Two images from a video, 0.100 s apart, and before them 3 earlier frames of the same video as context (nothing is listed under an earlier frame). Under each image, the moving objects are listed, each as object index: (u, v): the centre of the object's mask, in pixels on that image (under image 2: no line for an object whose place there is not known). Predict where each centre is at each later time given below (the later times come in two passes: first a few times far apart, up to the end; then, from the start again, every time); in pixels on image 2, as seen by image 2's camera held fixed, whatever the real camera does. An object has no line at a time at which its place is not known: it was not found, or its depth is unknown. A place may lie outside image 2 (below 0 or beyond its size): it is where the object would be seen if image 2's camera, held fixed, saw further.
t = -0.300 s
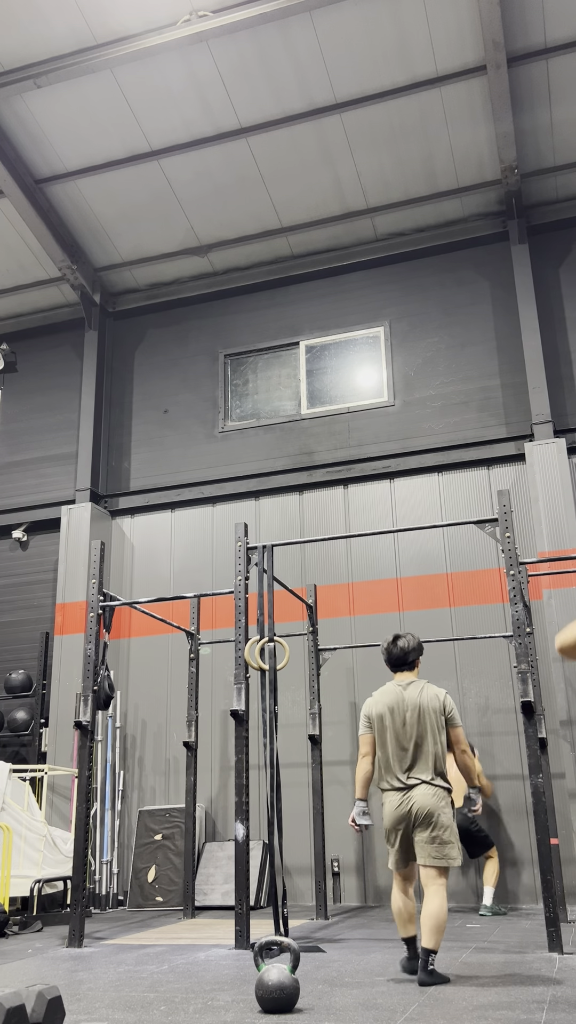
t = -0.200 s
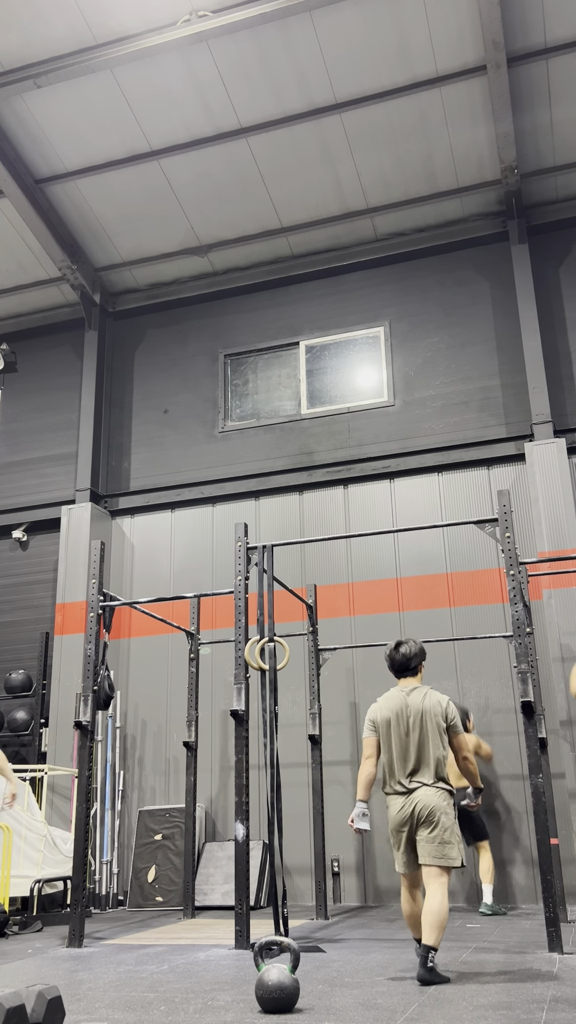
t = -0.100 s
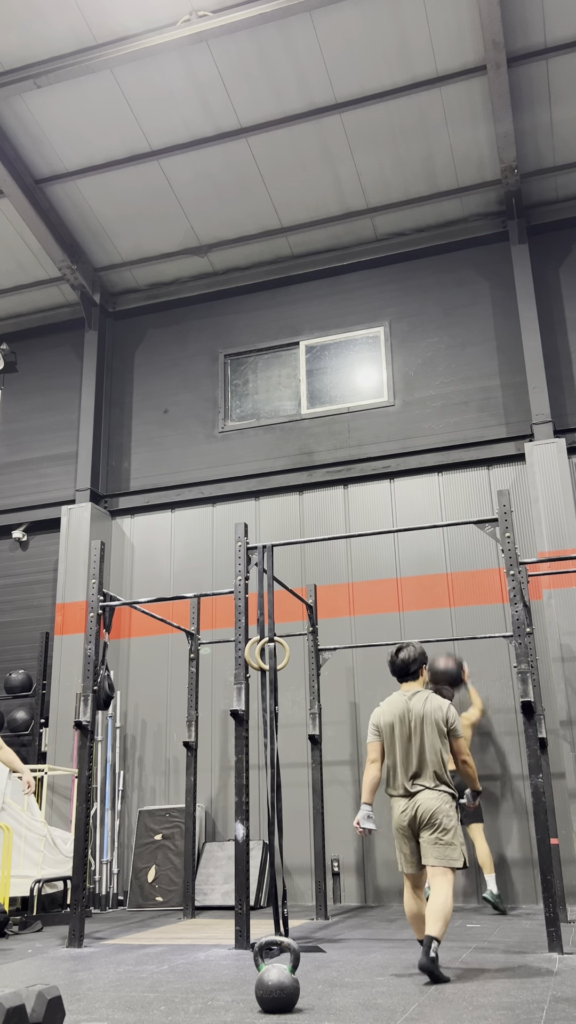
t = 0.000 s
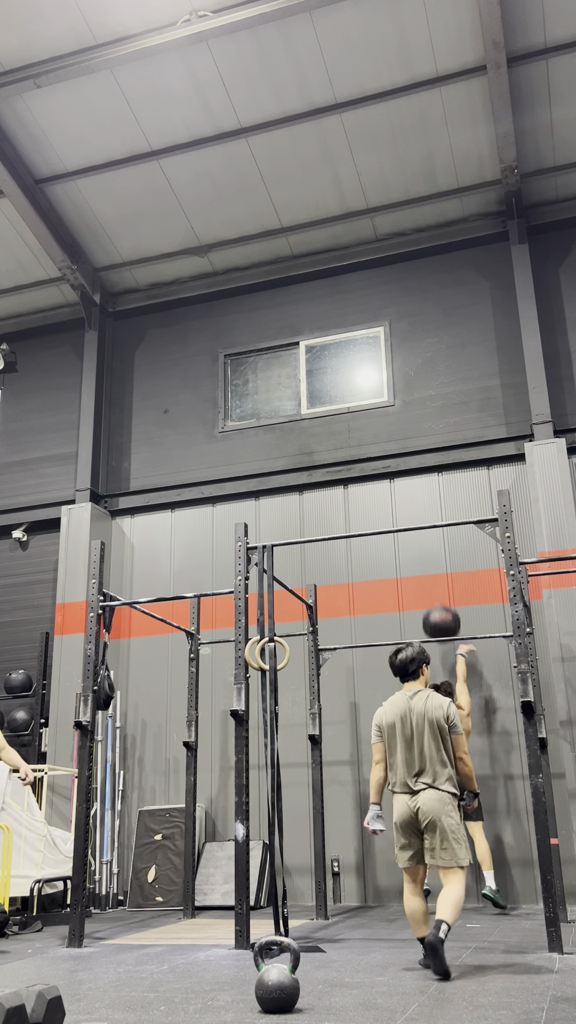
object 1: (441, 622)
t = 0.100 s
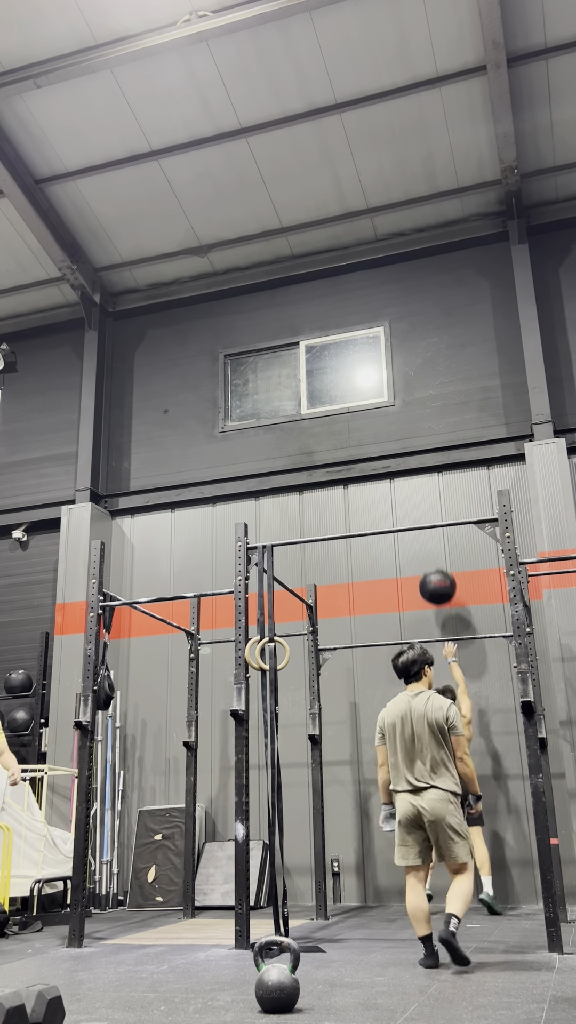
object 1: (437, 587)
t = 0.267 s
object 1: (434, 551)
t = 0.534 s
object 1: (433, 549)
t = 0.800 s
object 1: (435, 599)
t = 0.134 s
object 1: (437, 577)
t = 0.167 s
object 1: (436, 569)
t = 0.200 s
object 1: (435, 561)
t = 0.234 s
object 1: (434, 556)
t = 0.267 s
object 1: (434, 551)
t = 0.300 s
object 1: (433, 547)
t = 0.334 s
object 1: (433, 544)
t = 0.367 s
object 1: (433, 543)
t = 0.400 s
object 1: (433, 543)
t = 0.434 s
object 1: (433, 543)
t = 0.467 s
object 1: (433, 544)
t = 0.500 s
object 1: (433, 546)
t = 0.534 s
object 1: (433, 549)
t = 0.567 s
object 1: (433, 553)
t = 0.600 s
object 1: (433, 557)
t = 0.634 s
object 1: (433, 561)
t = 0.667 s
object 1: (433, 567)
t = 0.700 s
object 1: (433, 573)
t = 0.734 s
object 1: (434, 581)
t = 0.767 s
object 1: (434, 590)
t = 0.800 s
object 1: (435, 599)
